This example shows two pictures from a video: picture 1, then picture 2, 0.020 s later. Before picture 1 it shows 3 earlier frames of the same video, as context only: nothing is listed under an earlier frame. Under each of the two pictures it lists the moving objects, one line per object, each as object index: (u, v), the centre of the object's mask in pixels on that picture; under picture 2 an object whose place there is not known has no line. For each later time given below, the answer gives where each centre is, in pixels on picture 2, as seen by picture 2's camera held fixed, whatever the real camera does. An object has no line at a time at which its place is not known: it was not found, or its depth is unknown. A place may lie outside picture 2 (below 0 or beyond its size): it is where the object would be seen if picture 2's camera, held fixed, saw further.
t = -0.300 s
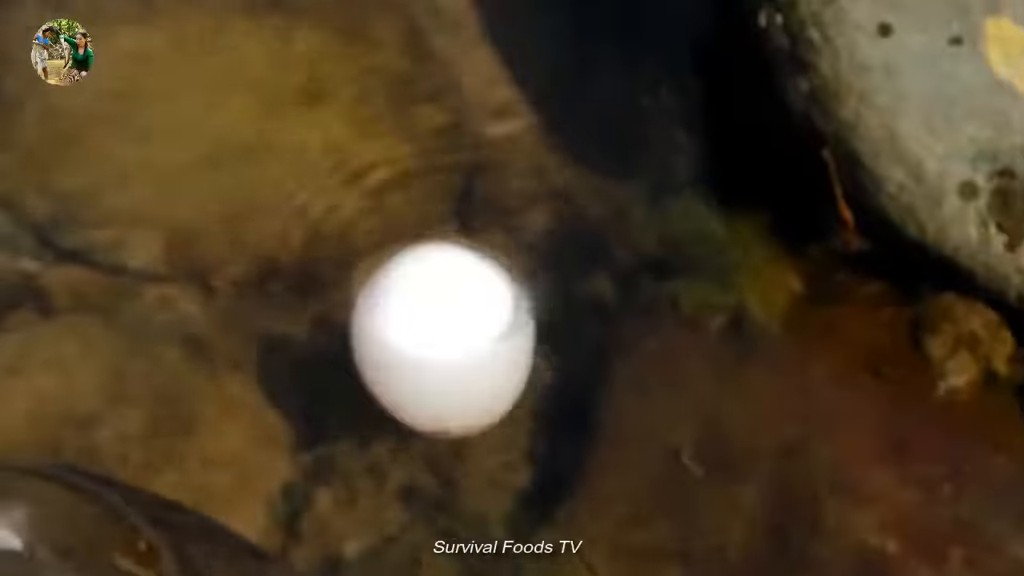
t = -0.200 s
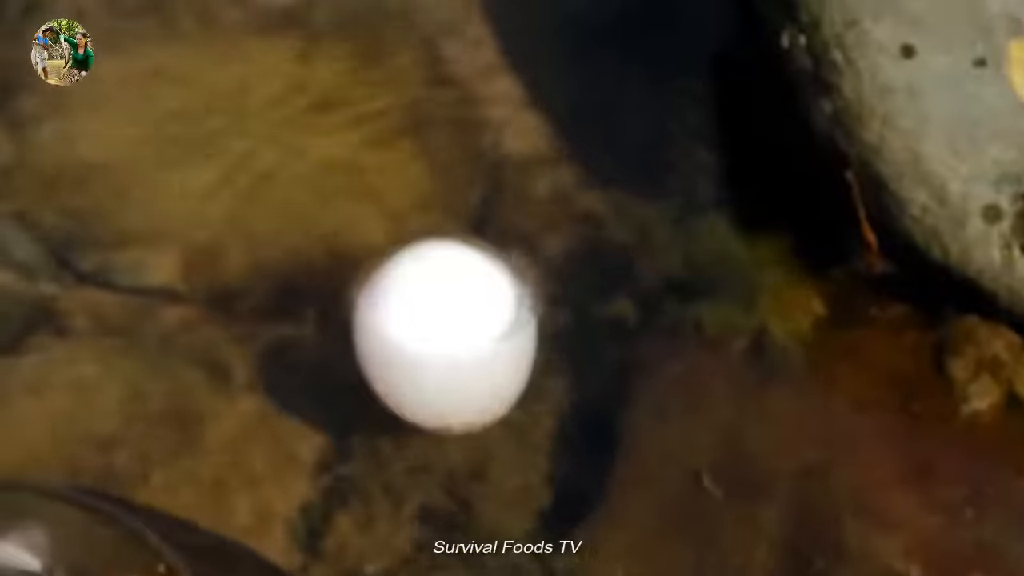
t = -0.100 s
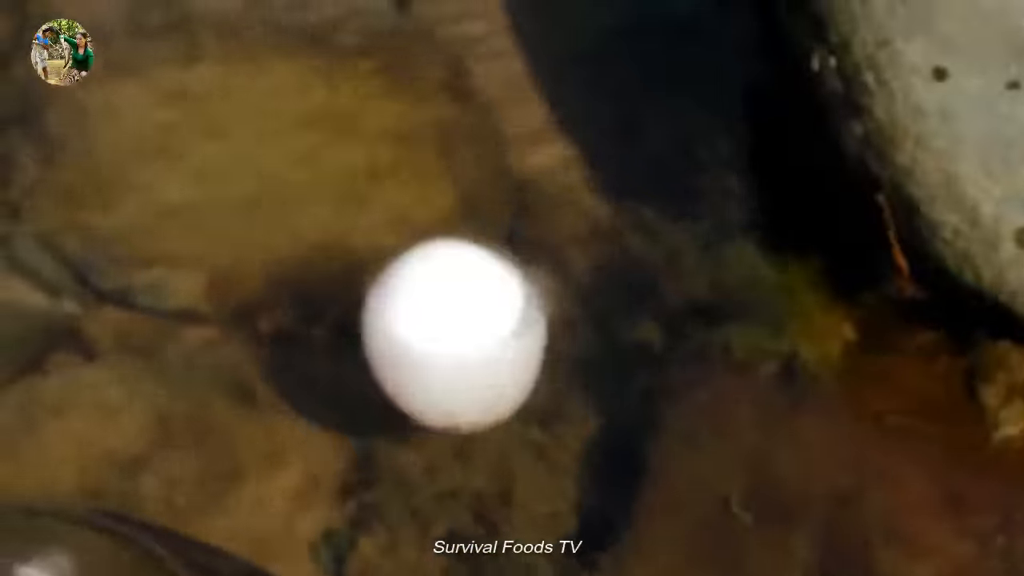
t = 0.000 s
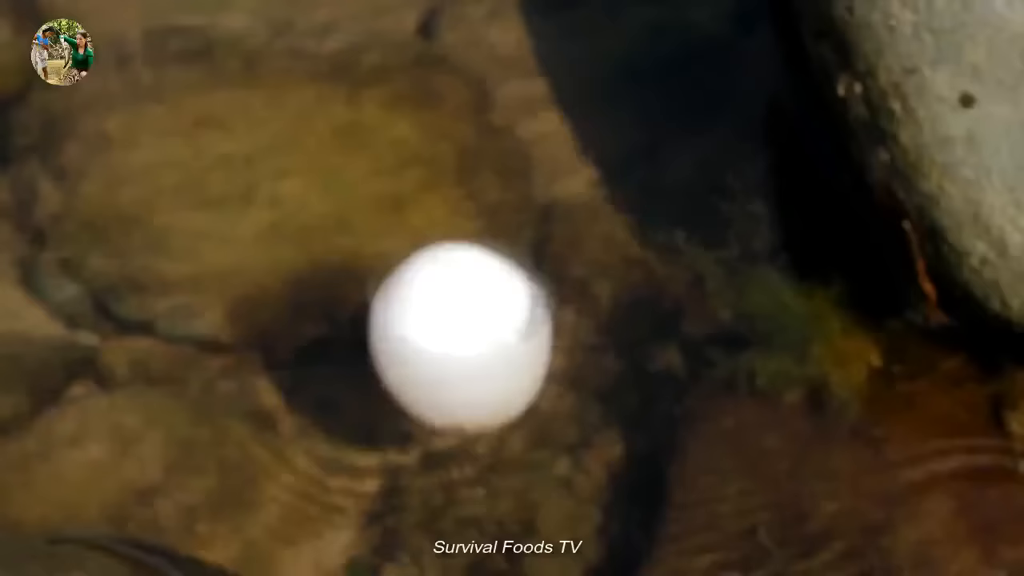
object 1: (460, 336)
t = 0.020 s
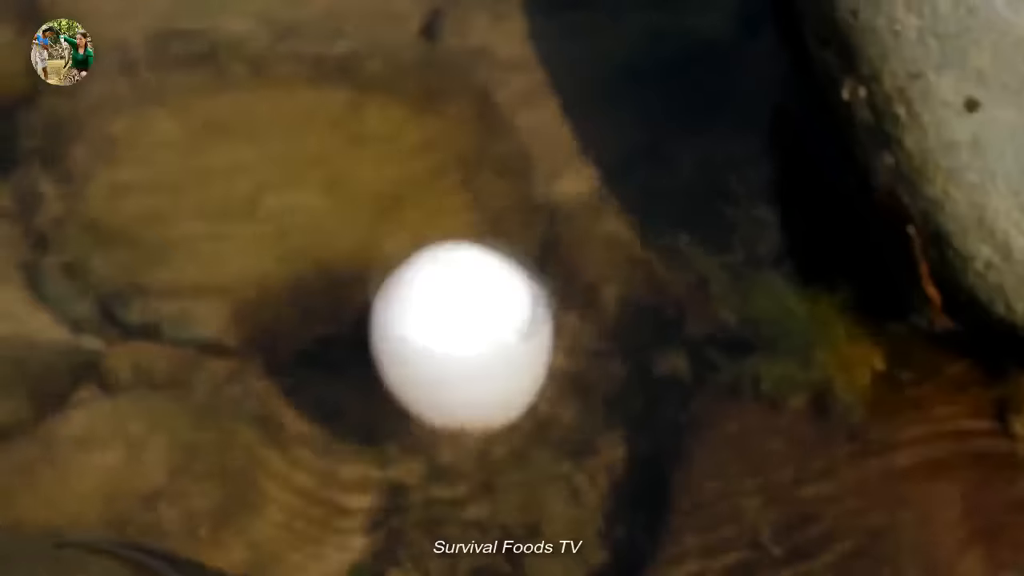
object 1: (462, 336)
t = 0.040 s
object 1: (459, 330)
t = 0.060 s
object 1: (455, 326)
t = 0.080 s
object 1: (452, 322)
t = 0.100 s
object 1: (449, 317)
